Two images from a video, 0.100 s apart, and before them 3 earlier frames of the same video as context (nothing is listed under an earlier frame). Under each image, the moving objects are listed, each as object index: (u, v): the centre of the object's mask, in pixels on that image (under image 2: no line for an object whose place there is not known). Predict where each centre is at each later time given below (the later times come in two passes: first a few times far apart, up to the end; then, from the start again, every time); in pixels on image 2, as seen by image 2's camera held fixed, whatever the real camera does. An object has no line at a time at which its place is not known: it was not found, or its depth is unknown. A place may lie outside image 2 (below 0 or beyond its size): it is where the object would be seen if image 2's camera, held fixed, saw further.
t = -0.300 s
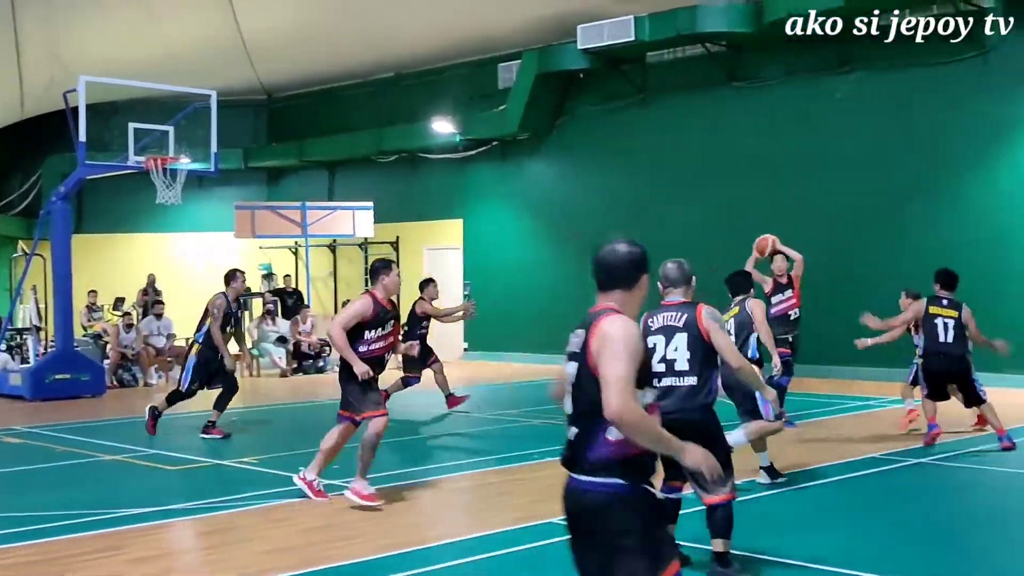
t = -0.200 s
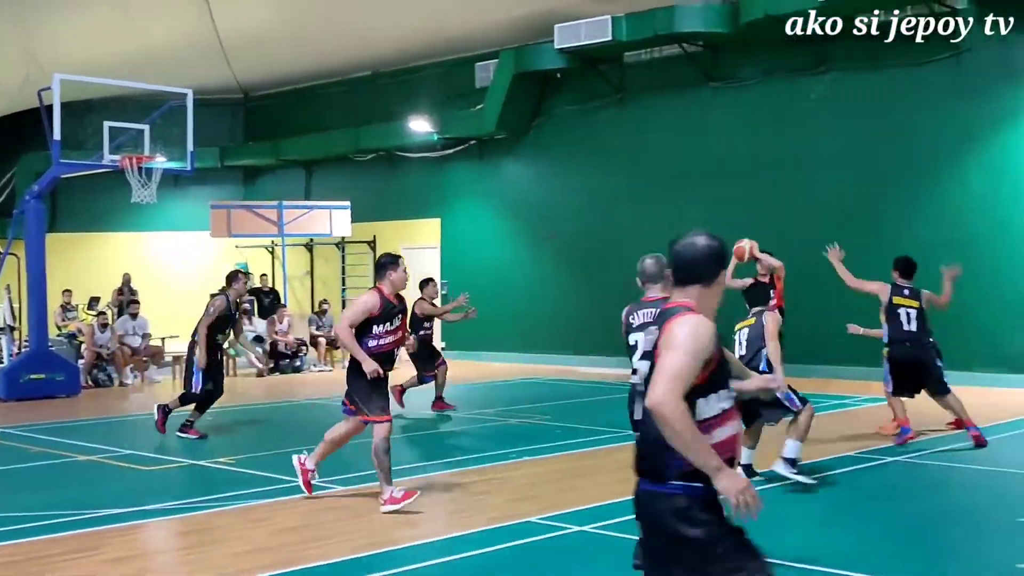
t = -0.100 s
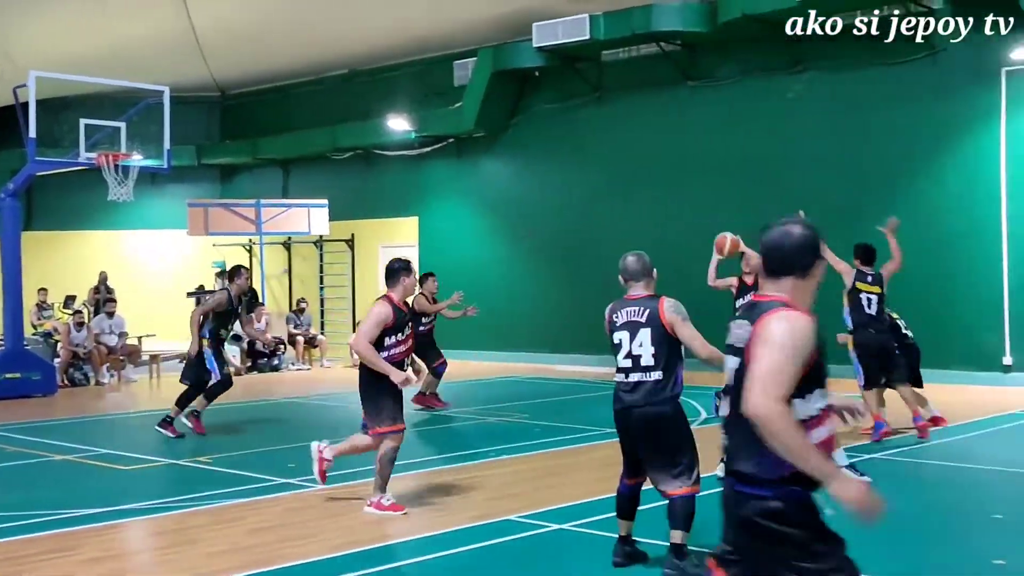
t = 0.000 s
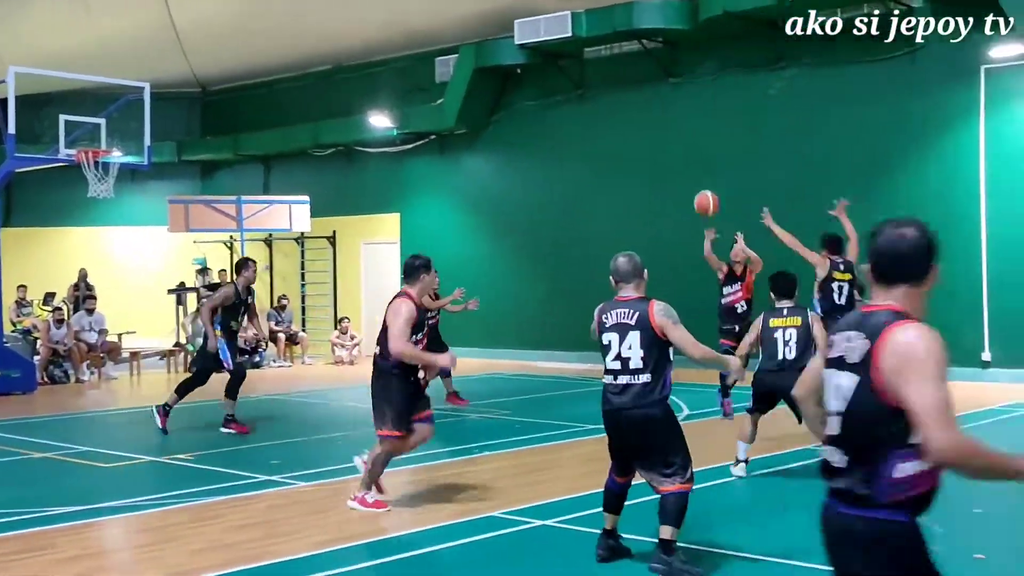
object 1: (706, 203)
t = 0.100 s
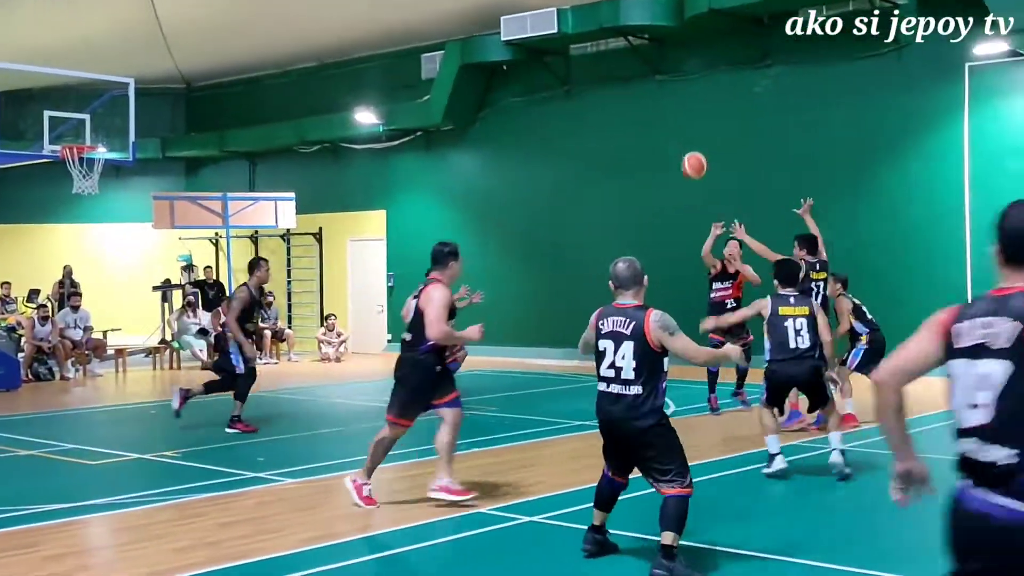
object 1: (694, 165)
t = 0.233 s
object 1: (697, 130)
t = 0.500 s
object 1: (705, 110)
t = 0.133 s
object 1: (695, 154)
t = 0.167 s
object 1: (695, 145)
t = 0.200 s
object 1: (696, 137)
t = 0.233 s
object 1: (697, 130)
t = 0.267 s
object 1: (698, 124)
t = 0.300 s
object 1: (699, 118)
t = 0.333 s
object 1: (700, 113)
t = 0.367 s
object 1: (701, 109)
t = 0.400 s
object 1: (702, 108)
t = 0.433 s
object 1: (703, 107)
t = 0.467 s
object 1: (704, 108)
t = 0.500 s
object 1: (705, 110)
